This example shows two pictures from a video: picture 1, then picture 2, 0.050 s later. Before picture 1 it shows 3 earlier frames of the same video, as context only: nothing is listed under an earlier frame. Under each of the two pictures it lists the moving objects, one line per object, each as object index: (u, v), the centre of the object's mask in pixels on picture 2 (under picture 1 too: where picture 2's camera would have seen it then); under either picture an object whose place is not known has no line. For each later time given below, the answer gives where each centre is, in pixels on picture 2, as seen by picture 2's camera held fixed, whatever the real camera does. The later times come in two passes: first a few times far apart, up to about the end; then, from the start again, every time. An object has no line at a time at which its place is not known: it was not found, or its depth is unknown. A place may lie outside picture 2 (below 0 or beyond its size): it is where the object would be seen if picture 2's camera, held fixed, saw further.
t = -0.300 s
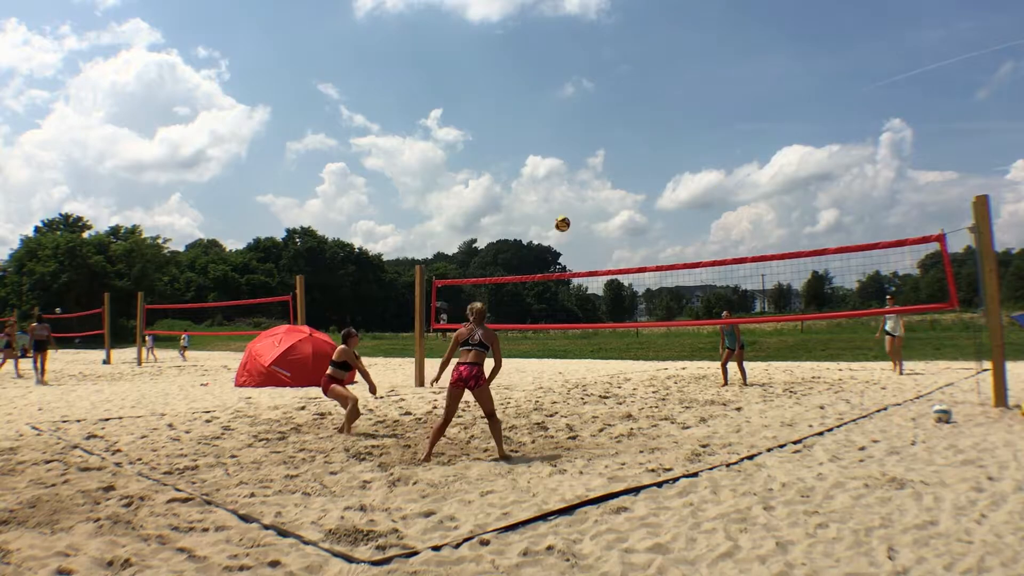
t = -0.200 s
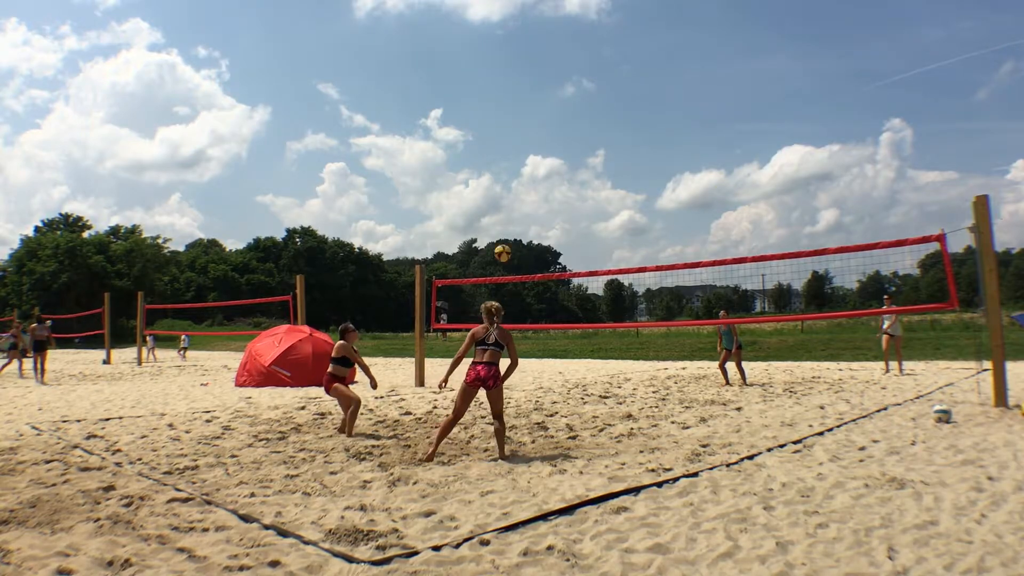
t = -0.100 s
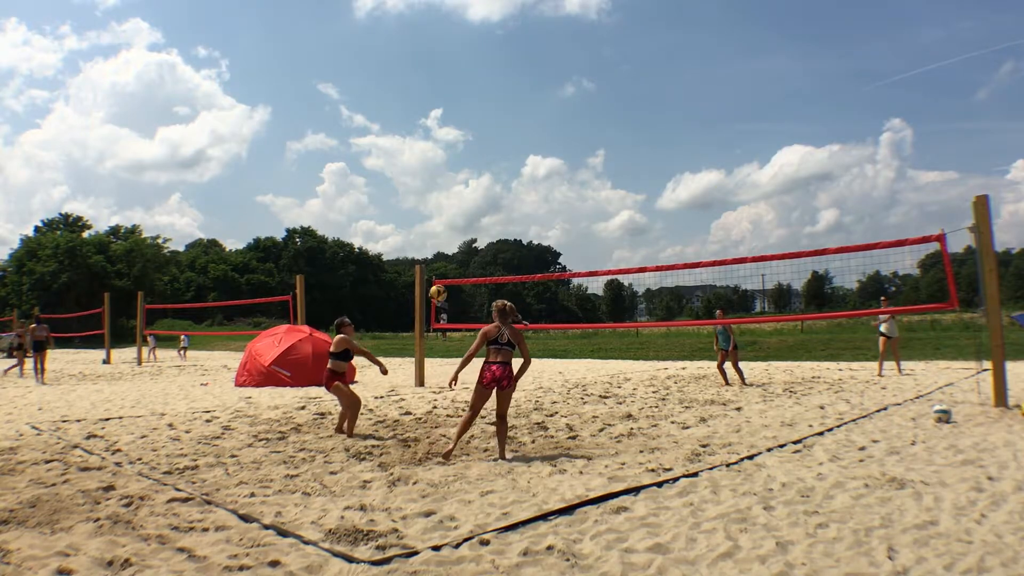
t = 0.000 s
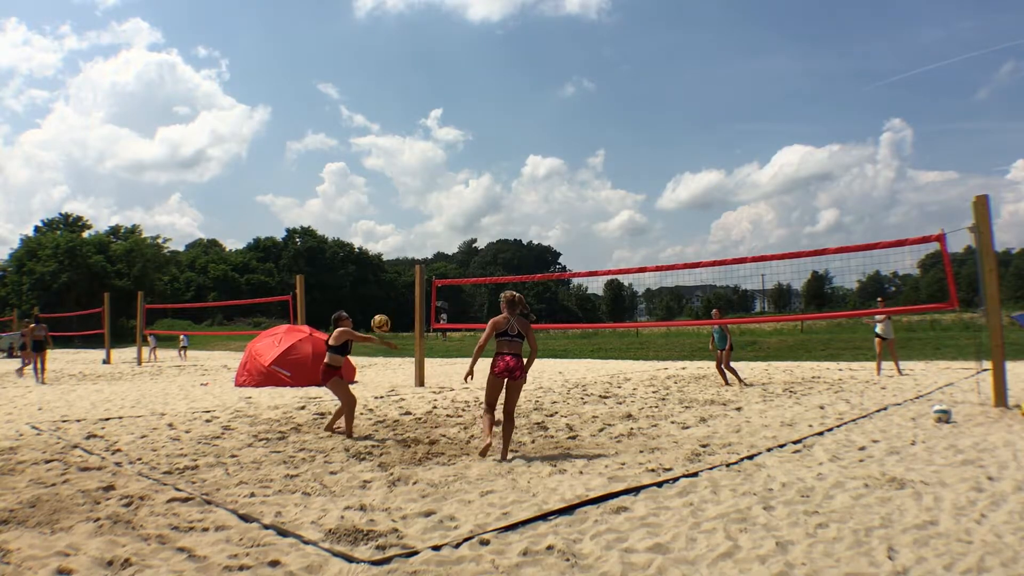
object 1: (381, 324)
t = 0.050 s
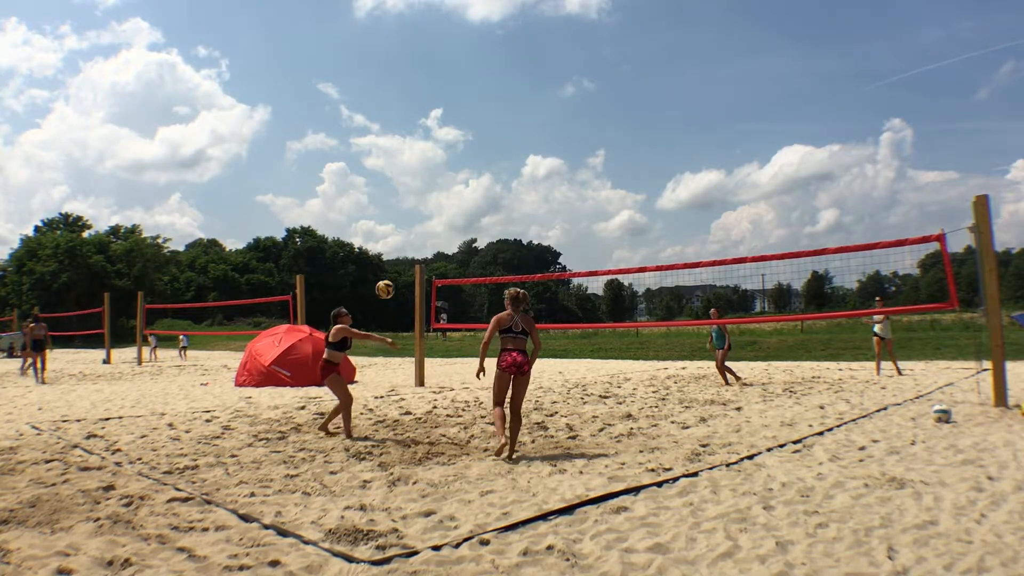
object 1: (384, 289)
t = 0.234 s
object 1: (401, 184)
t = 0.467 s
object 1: (420, 92)
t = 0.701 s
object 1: (439, 47)
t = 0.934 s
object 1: (459, 45)
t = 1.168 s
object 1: (479, 86)
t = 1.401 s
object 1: (503, 175)
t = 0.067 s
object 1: (386, 278)
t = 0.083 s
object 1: (387, 268)
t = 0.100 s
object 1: (389, 257)
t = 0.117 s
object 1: (391, 247)
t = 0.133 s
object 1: (392, 238)
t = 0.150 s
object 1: (394, 228)
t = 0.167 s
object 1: (395, 218)
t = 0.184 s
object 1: (397, 209)
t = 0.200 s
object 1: (398, 201)
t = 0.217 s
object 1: (400, 192)
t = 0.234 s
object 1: (401, 184)
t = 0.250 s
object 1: (403, 175)
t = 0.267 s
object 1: (404, 167)
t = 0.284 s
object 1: (405, 160)
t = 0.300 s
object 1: (407, 153)
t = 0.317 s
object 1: (408, 146)
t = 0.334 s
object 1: (409, 138)
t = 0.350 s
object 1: (411, 132)
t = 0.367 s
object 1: (412, 125)
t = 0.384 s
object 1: (413, 120)
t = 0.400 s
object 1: (415, 113)
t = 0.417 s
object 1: (416, 108)
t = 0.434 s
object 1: (418, 103)
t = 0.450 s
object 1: (419, 97)
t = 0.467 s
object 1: (420, 92)
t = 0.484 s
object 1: (422, 88)
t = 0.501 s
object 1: (423, 83)
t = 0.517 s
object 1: (425, 79)
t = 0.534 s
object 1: (426, 75)
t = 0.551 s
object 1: (427, 71)
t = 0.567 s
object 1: (428, 67)
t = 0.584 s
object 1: (430, 64)
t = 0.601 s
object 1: (431, 60)
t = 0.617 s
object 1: (433, 58)
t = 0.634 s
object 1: (434, 55)
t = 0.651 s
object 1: (435, 53)
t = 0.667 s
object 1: (437, 50)
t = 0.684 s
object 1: (438, 49)
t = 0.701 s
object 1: (439, 47)
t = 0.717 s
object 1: (441, 45)
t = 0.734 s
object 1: (442, 44)
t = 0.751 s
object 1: (443, 43)
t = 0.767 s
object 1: (445, 42)
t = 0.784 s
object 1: (446, 41)
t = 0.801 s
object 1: (448, 40)
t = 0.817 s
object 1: (449, 40)
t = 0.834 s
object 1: (450, 40)
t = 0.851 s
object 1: (451, 40)
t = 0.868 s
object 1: (453, 41)
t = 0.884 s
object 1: (454, 41)
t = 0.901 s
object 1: (456, 42)
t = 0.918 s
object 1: (457, 43)
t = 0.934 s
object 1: (459, 45)
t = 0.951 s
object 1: (460, 46)
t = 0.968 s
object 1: (462, 48)
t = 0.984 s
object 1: (463, 50)
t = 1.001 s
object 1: (465, 52)
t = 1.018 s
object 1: (466, 54)
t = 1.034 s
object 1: (468, 57)
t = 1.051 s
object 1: (469, 59)
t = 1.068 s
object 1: (470, 63)
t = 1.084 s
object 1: (472, 66)
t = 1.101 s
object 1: (473, 70)
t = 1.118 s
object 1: (475, 74)
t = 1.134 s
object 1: (476, 78)
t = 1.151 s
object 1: (478, 82)
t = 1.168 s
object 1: (479, 86)
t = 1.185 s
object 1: (481, 91)
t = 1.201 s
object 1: (483, 96)
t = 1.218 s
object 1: (484, 102)
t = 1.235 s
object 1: (486, 107)
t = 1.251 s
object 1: (487, 113)
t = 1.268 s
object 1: (489, 119)
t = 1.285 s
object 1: (491, 124)
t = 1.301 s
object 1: (493, 131)
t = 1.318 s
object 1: (494, 138)
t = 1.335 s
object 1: (496, 145)
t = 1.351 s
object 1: (498, 152)
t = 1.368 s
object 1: (499, 159)
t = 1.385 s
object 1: (501, 167)
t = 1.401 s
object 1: (503, 175)
